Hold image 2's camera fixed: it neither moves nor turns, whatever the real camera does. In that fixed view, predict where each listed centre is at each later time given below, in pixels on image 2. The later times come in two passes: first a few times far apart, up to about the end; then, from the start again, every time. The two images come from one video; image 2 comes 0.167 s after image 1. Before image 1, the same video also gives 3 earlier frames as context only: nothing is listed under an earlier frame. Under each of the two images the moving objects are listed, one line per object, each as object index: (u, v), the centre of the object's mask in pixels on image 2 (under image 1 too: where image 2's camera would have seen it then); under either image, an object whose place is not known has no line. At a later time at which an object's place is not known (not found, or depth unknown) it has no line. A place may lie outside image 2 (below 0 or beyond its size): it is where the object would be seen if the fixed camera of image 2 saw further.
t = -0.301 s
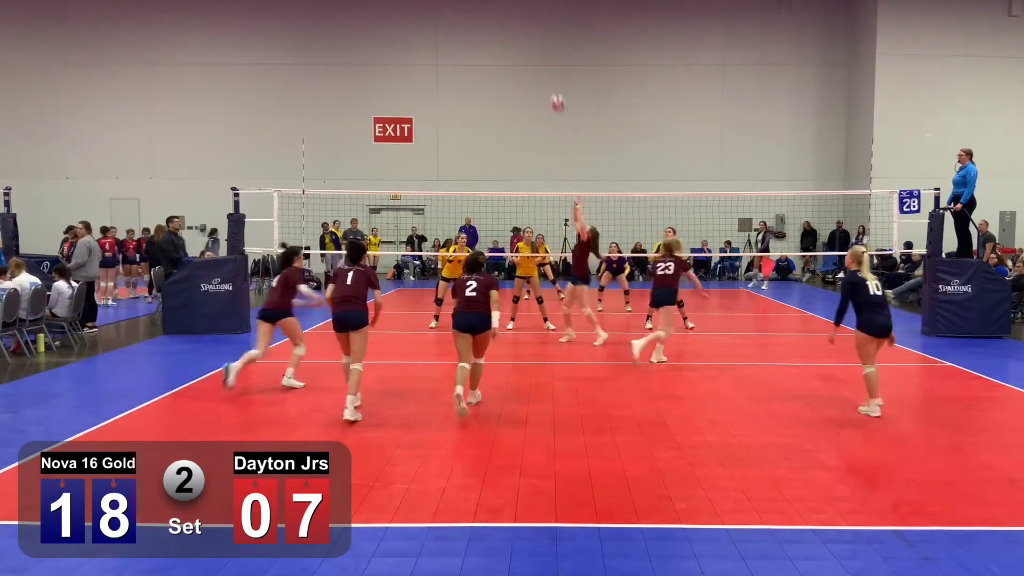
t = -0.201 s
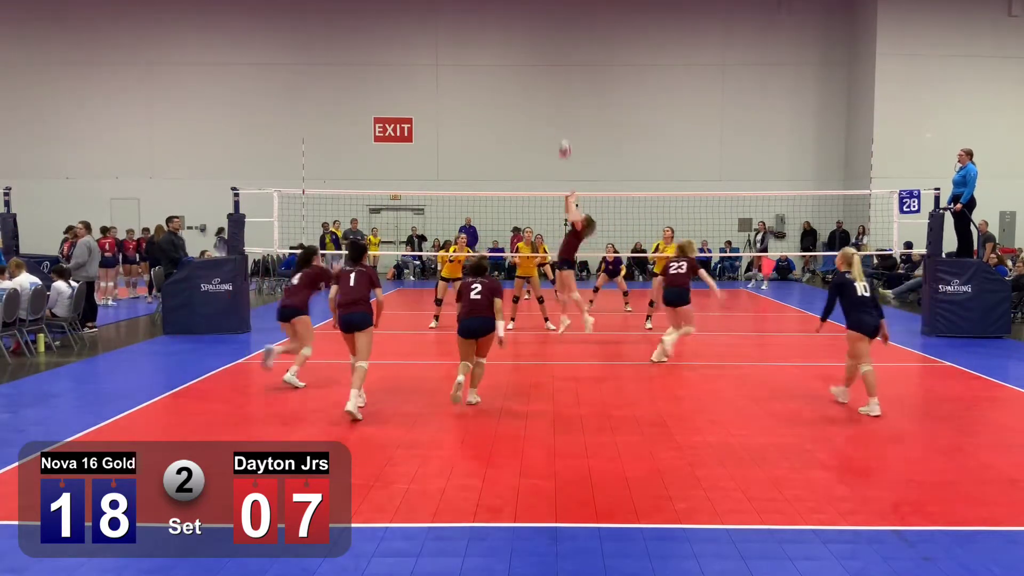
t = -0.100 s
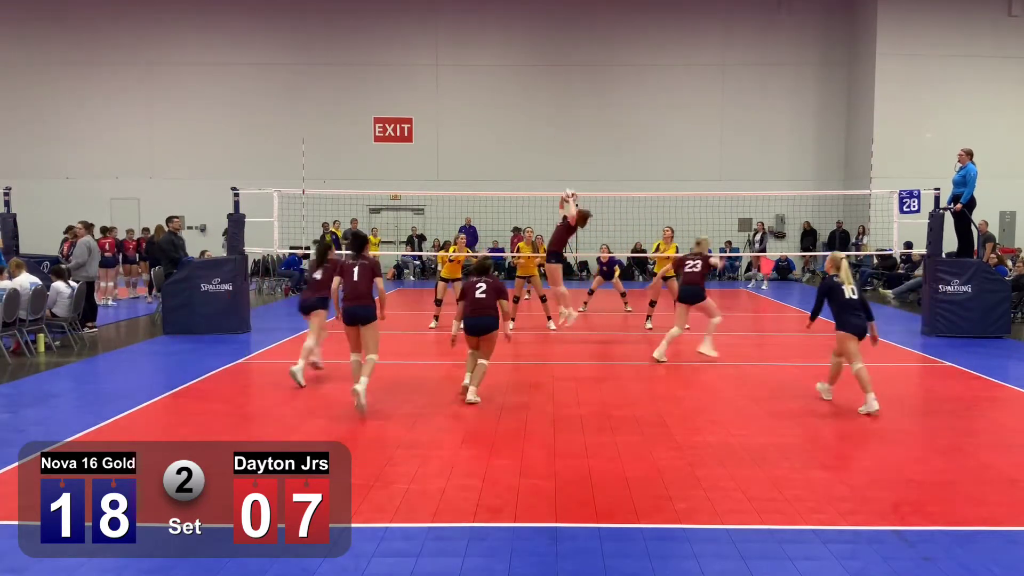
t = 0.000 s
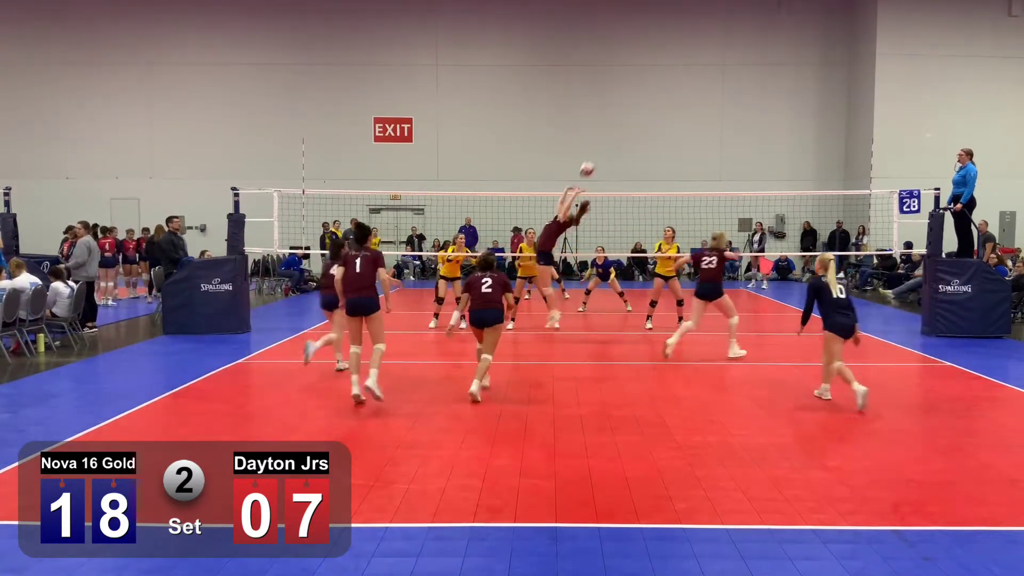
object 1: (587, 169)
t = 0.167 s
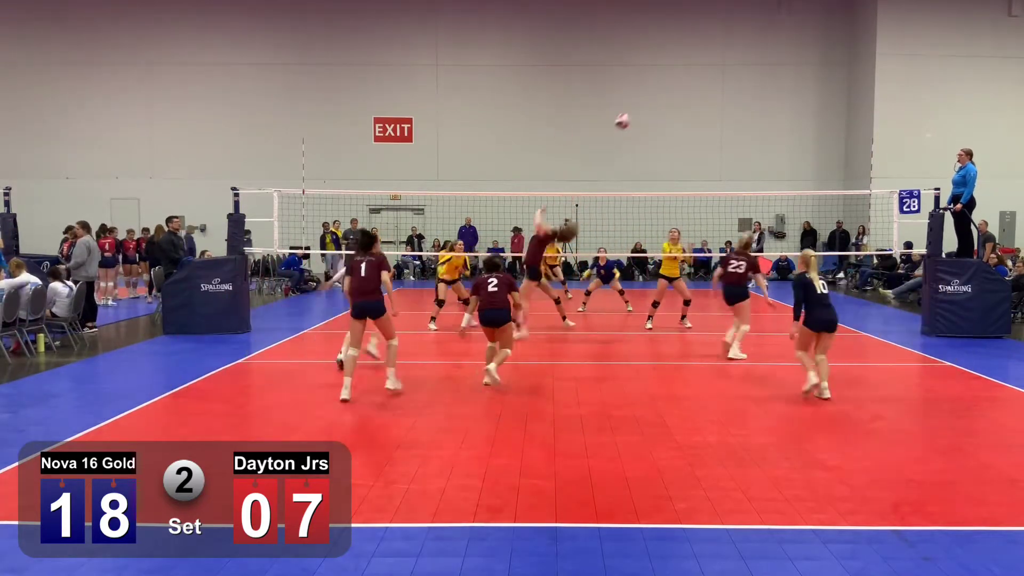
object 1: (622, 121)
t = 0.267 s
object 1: (644, 102)
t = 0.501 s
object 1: (692, 85)
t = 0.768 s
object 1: (743, 111)
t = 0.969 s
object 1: (778, 161)
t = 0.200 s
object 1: (629, 114)
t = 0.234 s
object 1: (637, 108)
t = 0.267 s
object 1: (644, 102)
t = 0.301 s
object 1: (651, 98)
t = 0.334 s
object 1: (658, 94)
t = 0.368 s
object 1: (664, 91)
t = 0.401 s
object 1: (671, 88)
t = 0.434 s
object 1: (678, 86)
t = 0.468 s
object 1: (685, 85)
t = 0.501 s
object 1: (692, 85)
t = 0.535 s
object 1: (698, 86)
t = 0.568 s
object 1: (704, 87)
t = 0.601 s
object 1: (711, 89)
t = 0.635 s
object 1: (718, 92)
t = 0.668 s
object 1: (724, 96)
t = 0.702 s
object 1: (731, 101)
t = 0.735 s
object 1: (737, 106)
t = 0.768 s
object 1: (743, 111)
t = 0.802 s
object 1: (749, 118)
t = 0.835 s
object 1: (756, 125)
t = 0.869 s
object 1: (761, 133)
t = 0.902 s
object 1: (767, 142)
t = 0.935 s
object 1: (772, 151)
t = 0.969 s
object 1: (778, 161)
